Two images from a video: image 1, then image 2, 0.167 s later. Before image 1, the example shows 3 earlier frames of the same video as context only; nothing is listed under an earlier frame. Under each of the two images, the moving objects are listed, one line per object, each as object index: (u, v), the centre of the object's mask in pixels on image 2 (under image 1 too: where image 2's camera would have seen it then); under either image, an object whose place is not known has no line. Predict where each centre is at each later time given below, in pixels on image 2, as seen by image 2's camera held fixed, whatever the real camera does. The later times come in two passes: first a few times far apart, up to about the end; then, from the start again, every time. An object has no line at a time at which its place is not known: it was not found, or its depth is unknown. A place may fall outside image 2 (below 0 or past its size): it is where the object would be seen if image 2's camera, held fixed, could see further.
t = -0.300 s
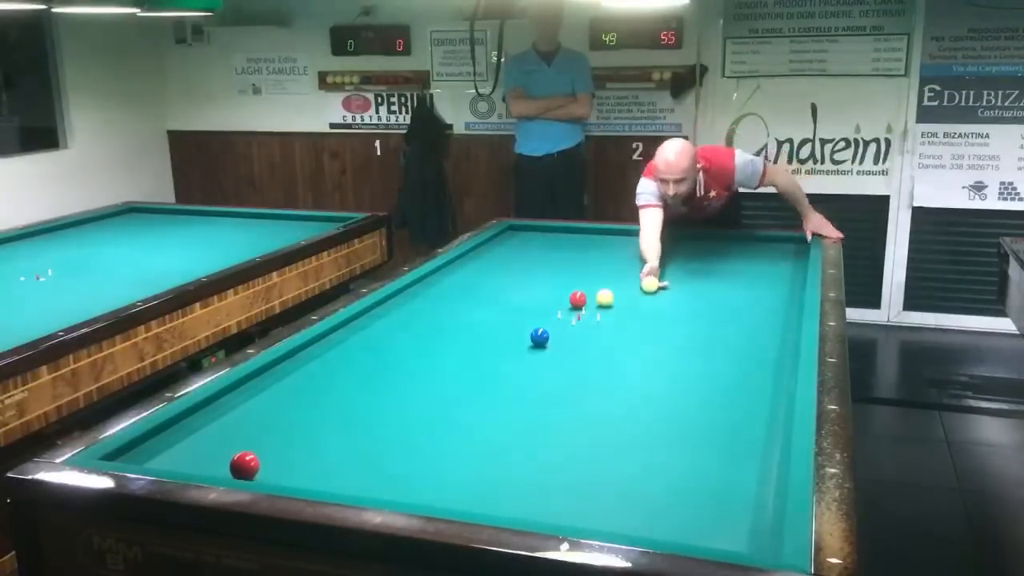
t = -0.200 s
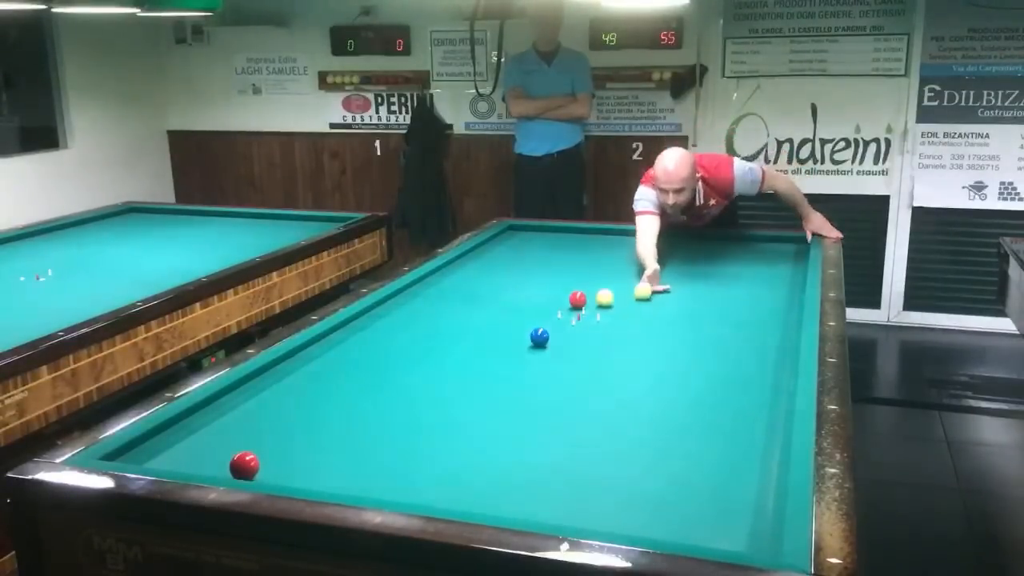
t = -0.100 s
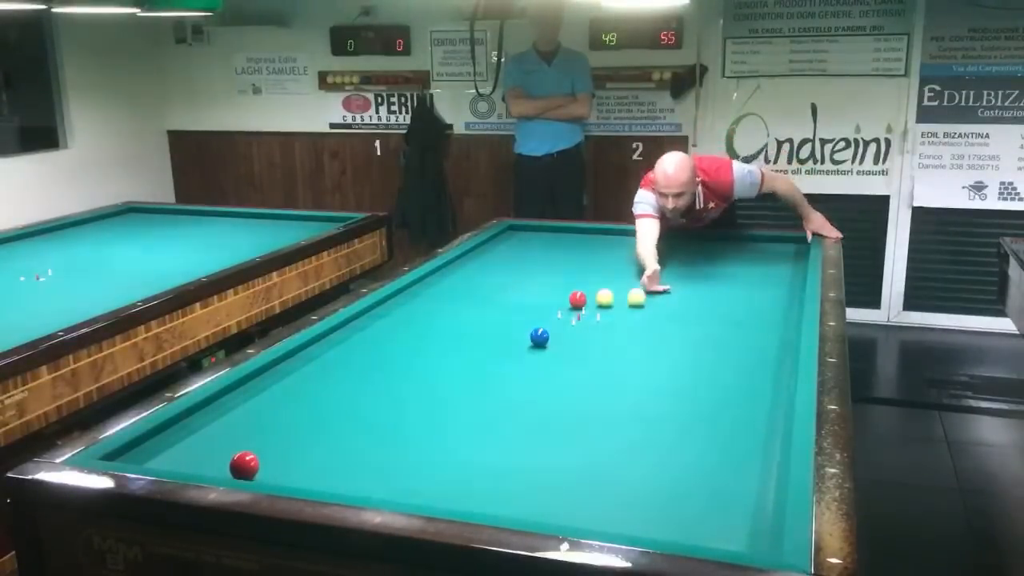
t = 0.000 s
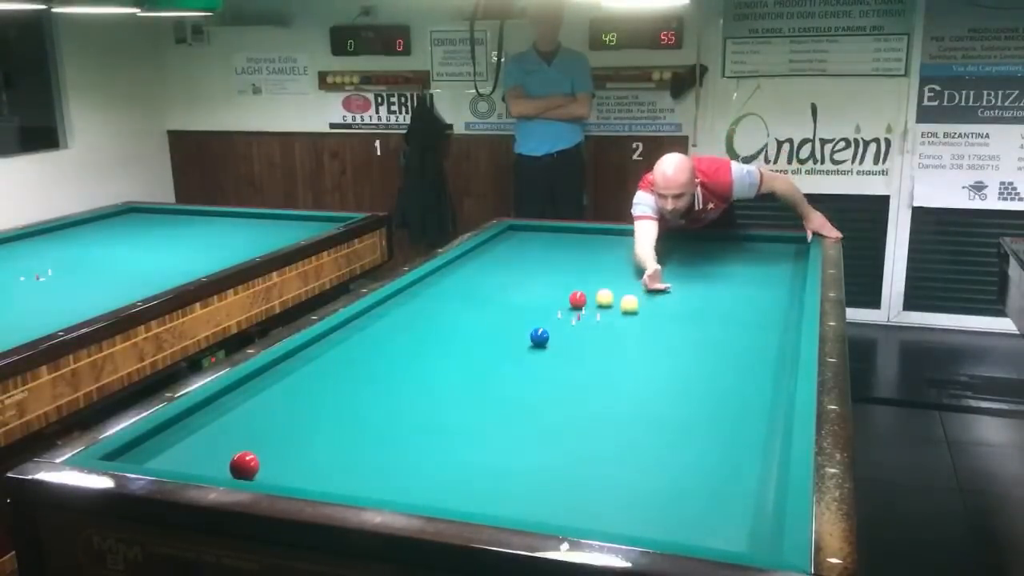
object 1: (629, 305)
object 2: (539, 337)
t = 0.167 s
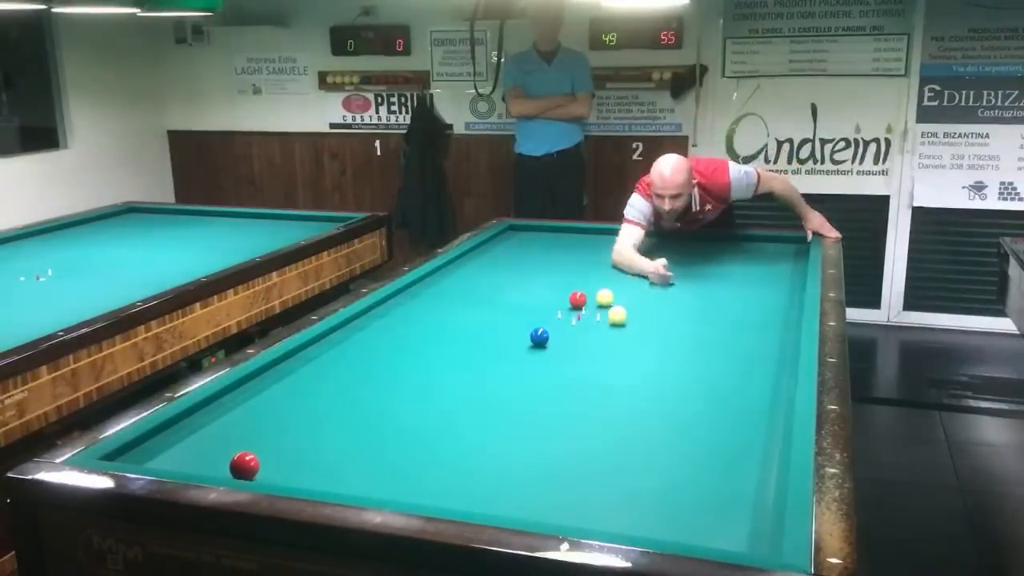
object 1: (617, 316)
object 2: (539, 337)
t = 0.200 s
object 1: (615, 318)
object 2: (539, 337)
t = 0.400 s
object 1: (598, 334)
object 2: (539, 337)
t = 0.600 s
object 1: (580, 351)
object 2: (539, 337)
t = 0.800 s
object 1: (560, 370)
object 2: (539, 337)
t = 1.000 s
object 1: (537, 391)
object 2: (539, 337)
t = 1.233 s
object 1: (506, 418)
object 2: (539, 337)
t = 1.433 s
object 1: (477, 445)
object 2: (539, 337)
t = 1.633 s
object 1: (442, 477)
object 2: (539, 337)
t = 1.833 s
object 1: (421, 491)
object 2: (539, 337)
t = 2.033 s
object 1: (436, 471)
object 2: (539, 337)
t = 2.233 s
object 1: (449, 453)
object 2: (539, 337)
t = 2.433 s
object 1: (460, 436)
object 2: (539, 337)
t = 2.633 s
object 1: (470, 422)
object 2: (539, 337)
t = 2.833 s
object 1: (480, 408)
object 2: (539, 337)
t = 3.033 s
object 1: (488, 396)
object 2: (539, 337)
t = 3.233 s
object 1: (496, 384)
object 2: (539, 337)
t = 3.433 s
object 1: (502, 375)
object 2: (539, 337)
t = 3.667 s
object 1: (510, 363)
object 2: (539, 337)
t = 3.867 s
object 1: (516, 354)
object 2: (539, 337)
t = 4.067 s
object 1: (521, 347)
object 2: (539, 337)
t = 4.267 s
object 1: (523, 340)
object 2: (543, 335)
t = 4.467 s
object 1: (518, 336)
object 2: (553, 333)
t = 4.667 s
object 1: (514, 332)
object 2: (561, 330)
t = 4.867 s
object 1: (510, 328)
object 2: (569, 328)
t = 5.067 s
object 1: (506, 325)
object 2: (576, 326)
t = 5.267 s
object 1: (502, 322)
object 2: (583, 323)
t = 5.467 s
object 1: (499, 319)
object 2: (590, 321)
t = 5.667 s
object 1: (495, 317)
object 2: (596, 319)
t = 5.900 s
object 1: (492, 314)
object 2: (602, 317)
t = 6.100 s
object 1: (489, 312)
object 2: (607, 315)
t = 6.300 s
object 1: (486, 310)
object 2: (612, 314)
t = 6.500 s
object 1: (484, 308)
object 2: (617, 313)
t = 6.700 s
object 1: (481, 306)
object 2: (620, 311)
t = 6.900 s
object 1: (479, 305)
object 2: (624, 310)
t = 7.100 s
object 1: (477, 303)
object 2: (627, 310)
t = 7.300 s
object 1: (475, 302)
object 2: (629, 309)
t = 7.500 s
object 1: (473, 301)
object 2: (632, 308)
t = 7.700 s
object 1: (472, 300)
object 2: (634, 308)
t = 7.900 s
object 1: (470, 299)
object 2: (635, 307)
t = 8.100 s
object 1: (469, 299)
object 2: (636, 307)
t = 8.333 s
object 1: (467, 298)
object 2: (638, 306)
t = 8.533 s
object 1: (466, 297)
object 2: (638, 306)
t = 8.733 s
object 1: (465, 297)
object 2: (638, 306)
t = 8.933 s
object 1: (464, 297)
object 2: (638, 306)
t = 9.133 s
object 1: (464, 297)
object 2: (638, 306)
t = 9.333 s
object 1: (464, 297)
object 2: (638, 306)
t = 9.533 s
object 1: (464, 297)
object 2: (638, 306)
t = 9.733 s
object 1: (464, 297)
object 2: (638, 306)
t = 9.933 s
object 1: (464, 297)
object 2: (638, 306)
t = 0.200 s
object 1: (615, 318)
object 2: (539, 337)
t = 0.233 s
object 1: (612, 321)
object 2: (539, 337)
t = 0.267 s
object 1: (609, 324)
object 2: (539, 337)
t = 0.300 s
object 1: (606, 326)
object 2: (539, 337)
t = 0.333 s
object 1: (604, 329)
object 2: (539, 337)
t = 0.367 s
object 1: (601, 331)
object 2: (539, 337)
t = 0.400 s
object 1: (598, 334)
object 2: (539, 337)
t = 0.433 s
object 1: (595, 337)
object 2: (539, 337)
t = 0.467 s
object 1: (592, 340)
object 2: (539, 337)
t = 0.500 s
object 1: (590, 342)
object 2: (539, 337)
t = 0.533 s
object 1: (586, 345)
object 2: (539, 337)
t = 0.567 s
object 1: (583, 348)
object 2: (539, 337)
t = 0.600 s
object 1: (580, 351)
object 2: (539, 337)
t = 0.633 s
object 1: (577, 354)
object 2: (539, 337)
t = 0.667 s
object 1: (574, 357)
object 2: (539, 337)
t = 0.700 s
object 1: (570, 360)
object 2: (539, 337)
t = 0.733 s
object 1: (567, 363)
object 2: (539, 337)
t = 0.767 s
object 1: (563, 366)
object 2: (539, 337)
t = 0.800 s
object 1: (560, 370)
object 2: (539, 337)
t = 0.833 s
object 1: (556, 373)
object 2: (539, 337)
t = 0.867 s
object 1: (553, 376)
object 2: (539, 337)
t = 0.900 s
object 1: (549, 380)
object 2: (539, 337)
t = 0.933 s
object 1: (545, 383)
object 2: (539, 337)
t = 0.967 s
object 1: (541, 387)
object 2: (539, 337)
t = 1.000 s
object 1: (537, 391)
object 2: (539, 337)
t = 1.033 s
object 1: (533, 394)
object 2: (539, 337)
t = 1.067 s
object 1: (529, 398)
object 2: (539, 337)
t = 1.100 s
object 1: (524, 402)
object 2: (539, 337)
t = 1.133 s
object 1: (520, 406)
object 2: (539, 337)
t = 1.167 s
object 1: (515, 410)
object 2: (539, 337)
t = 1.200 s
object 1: (511, 414)
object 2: (539, 337)
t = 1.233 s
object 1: (506, 418)
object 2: (539, 337)
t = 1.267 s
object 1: (502, 424)
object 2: (539, 337)
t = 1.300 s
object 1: (497, 427)
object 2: (539, 337)
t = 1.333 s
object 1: (492, 431)
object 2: (539, 337)
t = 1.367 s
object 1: (487, 436)
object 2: (539, 337)
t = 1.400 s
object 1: (482, 441)
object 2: (539, 337)
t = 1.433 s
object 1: (477, 445)
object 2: (539, 337)
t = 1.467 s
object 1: (471, 450)
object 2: (539, 337)
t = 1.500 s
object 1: (465, 455)
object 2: (539, 337)
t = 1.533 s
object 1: (460, 461)
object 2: (539, 337)
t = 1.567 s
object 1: (453, 466)
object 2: (539, 337)
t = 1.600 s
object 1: (448, 471)
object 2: (539, 337)
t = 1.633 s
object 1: (442, 477)
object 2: (539, 337)
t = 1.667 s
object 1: (436, 482)
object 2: (539, 337)
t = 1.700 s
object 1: (429, 488)
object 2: (539, 337)
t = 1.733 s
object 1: (423, 491)
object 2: (539, 337)
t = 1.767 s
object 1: (416, 494)
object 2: (539, 337)
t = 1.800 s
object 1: (418, 493)
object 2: (539, 337)
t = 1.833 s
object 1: (421, 491)
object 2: (539, 337)
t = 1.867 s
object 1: (424, 489)
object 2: (539, 337)
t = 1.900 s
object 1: (426, 487)
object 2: (539, 337)
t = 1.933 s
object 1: (429, 482)
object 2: (539, 337)
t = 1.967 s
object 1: (432, 478)
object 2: (539, 337)
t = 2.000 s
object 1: (434, 474)
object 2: (539, 337)
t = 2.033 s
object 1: (436, 471)
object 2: (539, 337)
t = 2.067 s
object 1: (438, 468)
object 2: (539, 337)
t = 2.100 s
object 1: (440, 465)
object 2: (539, 337)
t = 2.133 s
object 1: (443, 462)
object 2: (539, 337)
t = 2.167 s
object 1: (445, 459)
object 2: (539, 337)
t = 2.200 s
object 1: (447, 456)
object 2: (539, 337)
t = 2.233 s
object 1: (449, 453)
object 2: (539, 337)
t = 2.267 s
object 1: (451, 450)
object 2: (539, 337)
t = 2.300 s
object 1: (453, 447)
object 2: (539, 337)
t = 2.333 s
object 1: (455, 444)
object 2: (539, 337)
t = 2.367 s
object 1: (456, 441)
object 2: (539, 337)
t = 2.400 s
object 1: (458, 439)
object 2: (539, 337)
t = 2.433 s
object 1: (460, 436)
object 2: (539, 337)
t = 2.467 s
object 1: (462, 434)
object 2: (539, 337)
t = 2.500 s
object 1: (463, 431)
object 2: (539, 337)
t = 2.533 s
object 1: (465, 429)
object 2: (539, 337)
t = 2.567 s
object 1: (467, 426)
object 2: (539, 337)
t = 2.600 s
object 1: (468, 424)
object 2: (539, 337)
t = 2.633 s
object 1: (470, 422)
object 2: (539, 337)
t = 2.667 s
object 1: (472, 419)
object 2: (539, 337)
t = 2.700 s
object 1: (473, 417)
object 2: (539, 337)
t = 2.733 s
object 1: (475, 415)
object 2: (539, 337)
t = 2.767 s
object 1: (476, 412)
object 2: (539, 337)
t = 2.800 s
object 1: (478, 410)
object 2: (539, 337)
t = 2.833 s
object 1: (480, 408)
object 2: (539, 337)
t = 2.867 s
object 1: (481, 406)
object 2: (539, 337)
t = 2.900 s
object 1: (482, 404)
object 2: (539, 337)
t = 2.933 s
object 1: (484, 402)
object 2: (539, 337)
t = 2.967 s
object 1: (485, 400)
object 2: (539, 337)
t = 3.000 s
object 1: (487, 397)
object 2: (539, 337)
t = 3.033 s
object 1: (488, 396)
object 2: (539, 337)
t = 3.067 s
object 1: (489, 394)
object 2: (539, 337)
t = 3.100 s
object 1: (491, 392)
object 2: (539, 337)
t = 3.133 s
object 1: (492, 390)
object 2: (539, 337)
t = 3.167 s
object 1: (493, 388)
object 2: (539, 337)
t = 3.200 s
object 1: (494, 386)
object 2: (539, 337)
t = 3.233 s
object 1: (496, 384)
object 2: (539, 337)
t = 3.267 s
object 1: (497, 383)
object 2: (539, 337)
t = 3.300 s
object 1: (498, 381)
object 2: (539, 337)
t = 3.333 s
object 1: (499, 380)
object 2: (539, 337)
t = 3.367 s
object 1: (500, 378)
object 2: (539, 337)
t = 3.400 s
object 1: (501, 376)
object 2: (539, 337)
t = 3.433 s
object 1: (502, 375)
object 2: (539, 337)
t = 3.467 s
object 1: (504, 373)
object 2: (539, 337)
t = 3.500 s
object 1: (505, 371)
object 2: (539, 337)
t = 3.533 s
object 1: (506, 370)
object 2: (539, 337)
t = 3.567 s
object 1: (507, 368)
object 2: (539, 337)
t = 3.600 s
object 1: (508, 366)
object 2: (539, 337)
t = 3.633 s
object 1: (509, 365)
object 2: (539, 337)
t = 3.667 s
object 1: (510, 363)
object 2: (539, 337)
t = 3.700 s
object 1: (511, 362)
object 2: (539, 337)
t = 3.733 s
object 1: (512, 360)
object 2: (539, 337)
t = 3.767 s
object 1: (513, 359)
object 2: (539, 337)
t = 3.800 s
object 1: (514, 357)
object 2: (539, 337)
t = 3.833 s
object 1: (515, 356)
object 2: (539, 337)
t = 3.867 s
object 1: (516, 354)
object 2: (539, 337)
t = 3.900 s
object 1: (517, 353)
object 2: (539, 337)
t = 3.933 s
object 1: (518, 352)
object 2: (539, 337)
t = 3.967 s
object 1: (519, 350)
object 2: (539, 337)
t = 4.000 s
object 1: (520, 349)
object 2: (539, 337)
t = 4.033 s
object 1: (520, 348)
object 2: (539, 337)
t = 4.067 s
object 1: (521, 347)
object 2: (539, 337)
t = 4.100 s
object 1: (522, 345)
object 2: (540, 337)
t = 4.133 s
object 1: (523, 344)
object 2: (540, 337)
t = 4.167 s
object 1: (524, 342)
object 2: (540, 337)
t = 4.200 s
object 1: (525, 341)
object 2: (541, 336)
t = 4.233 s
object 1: (524, 341)
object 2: (542, 336)
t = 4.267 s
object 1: (523, 340)
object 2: (543, 335)
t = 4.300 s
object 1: (522, 339)
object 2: (545, 335)
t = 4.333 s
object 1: (521, 339)
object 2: (547, 335)
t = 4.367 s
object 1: (521, 338)
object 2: (548, 334)
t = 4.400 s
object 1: (520, 337)
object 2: (550, 334)
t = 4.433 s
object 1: (519, 336)
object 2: (551, 333)
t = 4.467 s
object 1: (518, 336)
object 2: (553, 333)
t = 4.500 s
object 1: (517, 335)
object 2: (554, 332)
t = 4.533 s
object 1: (517, 335)
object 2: (555, 332)
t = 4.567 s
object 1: (516, 334)
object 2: (557, 331)
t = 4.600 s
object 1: (515, 333)
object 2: (558, 331)
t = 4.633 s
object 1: (515, 333)
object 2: (560, 330)
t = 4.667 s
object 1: (514, 332)
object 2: (561, 330)
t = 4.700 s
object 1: (513, 331)
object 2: (562, 330)
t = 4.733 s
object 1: (512, 331)
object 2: (564, 329)
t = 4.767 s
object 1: (512, 330)
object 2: (565, 329)
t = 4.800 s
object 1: (511, 330)
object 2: (566, 328)
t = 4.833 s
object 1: (510, 329)
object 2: (568, 328)
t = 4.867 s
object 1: (510, 328)
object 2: (569, 328)
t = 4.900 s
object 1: (509, 328)
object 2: (570, 327)
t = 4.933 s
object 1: (509, 327)
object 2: (572, 327)
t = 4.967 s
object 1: (508, 327)
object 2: (573, 327)
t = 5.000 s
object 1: (507, 326)
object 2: (574, 326)
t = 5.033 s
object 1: (507, 326)
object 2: (575, 326)
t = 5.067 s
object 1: (506, 325)
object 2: (576, 326)
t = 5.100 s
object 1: (505, 325)
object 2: (578, 325)
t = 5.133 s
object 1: (505, 324)
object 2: (579, 325)
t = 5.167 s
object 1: (504, 324)
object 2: (580, 324)
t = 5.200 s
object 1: (503, 323)
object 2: (581, 323)
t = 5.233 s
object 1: (503, 323)
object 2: (582, 323)
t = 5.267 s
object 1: (502, 322)
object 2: (583, 323)
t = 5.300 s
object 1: (501, 322)
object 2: (584, 323)
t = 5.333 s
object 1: (501, 322)
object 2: (585, 322)
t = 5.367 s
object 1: (500, 321)
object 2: (586, 322)
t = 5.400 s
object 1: (500, 320)
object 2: (588, 322)
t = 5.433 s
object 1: (499, 320)
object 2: (589, 321)
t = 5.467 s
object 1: (499, 319)
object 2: (590, 321)
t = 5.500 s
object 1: (498, 319)
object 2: (591, 320)
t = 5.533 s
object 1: (497, 318)
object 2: (592, 320)
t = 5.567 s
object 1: (497, 318)
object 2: (593, 320)
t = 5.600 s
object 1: (497, 318)
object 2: (594, 320)
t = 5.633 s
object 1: (496, 317)
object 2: (595, 319)
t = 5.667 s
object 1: (495, 317)
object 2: (596, 319)
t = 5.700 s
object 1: (495, 317)
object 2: (597, 319)
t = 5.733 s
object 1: (494, 316)
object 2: (598, 318)
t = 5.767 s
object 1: (494, 316)
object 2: (599, 318)
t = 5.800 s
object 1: (493, 315)
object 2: (600, 318)
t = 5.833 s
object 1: (493, 314)
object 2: (601, 317)
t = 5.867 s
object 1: (493, 314)
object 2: (601, 317)
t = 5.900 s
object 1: (492, 314)
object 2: (602, 317)
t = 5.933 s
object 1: (491, 314)
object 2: (603, 317)
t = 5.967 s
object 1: (491, 313)
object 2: (604, 316)
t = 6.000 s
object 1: (490, 313)
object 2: (605, 316)
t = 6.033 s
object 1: (490, 312)
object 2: (606, 316)
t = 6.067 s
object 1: (489, 312)
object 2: (607, 316)
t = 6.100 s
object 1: (489, 312)
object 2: (607, 315)
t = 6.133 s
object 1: (489, 311)
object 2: (608, 315)
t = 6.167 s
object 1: (488, 311)
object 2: (609, 315)
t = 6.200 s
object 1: (488, 311)
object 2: (610, 315)
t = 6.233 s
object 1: (488, 310)
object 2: (611, 315)
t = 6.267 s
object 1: (486, 310)
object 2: (612, 314)
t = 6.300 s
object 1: (486, 310)
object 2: (612, 314)
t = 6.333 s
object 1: (486, 310)
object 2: (613, 314)
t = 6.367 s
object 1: (485, 309)
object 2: (614, 314)
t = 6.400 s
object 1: (485, 309)
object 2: (614, 313)
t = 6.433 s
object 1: (484, 309)
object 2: (615, 313)
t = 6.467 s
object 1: (484, 308)
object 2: (616, 313)
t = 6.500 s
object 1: (484, 308)
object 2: (617, 313)
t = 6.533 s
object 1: (483, 308)
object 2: (617, 313)
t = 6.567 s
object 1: (482, 308)
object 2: (618, 312)
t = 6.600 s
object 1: (482, 307)
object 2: (618, 312)
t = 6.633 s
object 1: (482, 307)
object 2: (619, 312)
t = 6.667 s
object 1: (482, 306)
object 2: (620, 312)
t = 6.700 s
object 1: (481, 306)
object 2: (620, 311)
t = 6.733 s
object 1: (481, 306)
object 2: (621, 311)
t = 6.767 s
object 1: (480, 306)
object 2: (621, 311)
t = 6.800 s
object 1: (480, 305)
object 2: (622, 311)
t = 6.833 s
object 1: (480, 305)
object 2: (623, 311)
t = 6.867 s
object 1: (480, 305)
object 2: (623, 310)
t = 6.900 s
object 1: (479, 305)
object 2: (624, 310)
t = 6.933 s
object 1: (479, 304)
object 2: (624, 310)
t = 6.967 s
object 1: (478, 304)
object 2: (625, 310)
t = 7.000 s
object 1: (478, 304)
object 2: (625, 310)
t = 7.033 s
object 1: (478, 304)
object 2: (626, 310)
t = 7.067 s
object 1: (477, 304)
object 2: (626, 310)
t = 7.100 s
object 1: (477, 303)
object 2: (627, 310)
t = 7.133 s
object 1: (477, 303)
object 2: (627, 309)
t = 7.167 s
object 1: (476, 303)
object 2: (628, 309)
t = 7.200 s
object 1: (476, 303)
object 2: (628, 309)
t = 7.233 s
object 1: (476, 302)
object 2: (629, 309)
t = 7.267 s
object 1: (476, 302)
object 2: (629, 309)
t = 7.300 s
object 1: (475, 302)
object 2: (629, 309)
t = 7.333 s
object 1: (475, 302)
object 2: (630, 309)
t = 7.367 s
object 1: (475, 302)
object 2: (630, 308)
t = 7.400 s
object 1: (474, 302)
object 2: (630, 308)
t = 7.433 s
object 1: (474, 301)
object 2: (631, 308)
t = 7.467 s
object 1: (474, 301)
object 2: (631, 308)
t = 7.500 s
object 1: (473, 301)
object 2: (632, 308)
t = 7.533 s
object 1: (473, 301)
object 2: (632, 308)
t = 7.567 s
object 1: (473, 301)
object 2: (632, 308)
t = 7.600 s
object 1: (472, 300)
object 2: (633, 308)
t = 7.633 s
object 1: (472, 300)
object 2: (633, 308)
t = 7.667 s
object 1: (472, 300)
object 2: (633, 308)
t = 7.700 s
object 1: (472, 300)
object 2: (634, 308)
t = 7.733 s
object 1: (471, 300)
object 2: (634, 307)
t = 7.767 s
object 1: (471, 300)
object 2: (634, 307)
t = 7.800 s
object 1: (471, 300)
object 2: (634, 307)
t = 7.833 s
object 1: (471, 300)
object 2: (635, 307)
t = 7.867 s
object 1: (470, 299)
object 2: (635, 307)
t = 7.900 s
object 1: (470, 299)
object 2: (635, 307)
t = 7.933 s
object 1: (470, 299)
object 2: (635, 307)
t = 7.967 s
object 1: (470, 299)
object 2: (636, 307)
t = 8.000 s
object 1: (469, 299)
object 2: (636, 307)
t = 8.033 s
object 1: (469, 299)
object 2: (636, 307)
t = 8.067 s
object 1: (469, 299)
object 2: (636, 307)
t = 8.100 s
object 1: (469, 299)
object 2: (636, 307)
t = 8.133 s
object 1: (468, 299)
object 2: (637, 307)
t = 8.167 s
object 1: (468, 299)
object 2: (637, 307)
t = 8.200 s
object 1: (468, 299)
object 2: (637, 307)
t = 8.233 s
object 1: (468, 298)
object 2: (637, 306)
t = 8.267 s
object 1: (467, 298)
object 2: (637, 306)
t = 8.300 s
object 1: (467, 298)
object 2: (638, 306)
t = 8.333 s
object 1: (467, 298)
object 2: (638, 306)
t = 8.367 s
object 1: (467, 298)
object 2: (638, 306)
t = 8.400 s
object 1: (467, 298)
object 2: (638, 306)
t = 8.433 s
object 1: (466, 298)
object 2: (638, 306)
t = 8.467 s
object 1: (466, 298)
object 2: (638, 306)
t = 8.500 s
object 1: (466, 298)
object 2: (638, 306)
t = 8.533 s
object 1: (466, 297)
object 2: (638, 306)
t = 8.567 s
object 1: (466, 297)
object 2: (638, 306)
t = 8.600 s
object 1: (465, 298)
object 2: (638, 306)
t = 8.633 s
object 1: (465, 297)
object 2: (638, 306)
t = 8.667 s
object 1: (465, 297)
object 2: (638, 306)
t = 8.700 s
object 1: (465, 297)
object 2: (638, 306)
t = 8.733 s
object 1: (465, 297)
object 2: (638, 306)
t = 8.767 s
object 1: (464, 297)
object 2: (638, 306)
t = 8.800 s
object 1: (464, 297)
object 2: (638, 306)
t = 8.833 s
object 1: (464, 297)
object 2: (638, 306)
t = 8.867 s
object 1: (464, 297)
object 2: (638, 306)
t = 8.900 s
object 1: (464, 297)
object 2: (638, 306)
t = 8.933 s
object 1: (464, 297)
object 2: (638, 306)
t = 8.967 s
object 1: (464, 297)
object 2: (638, 306)
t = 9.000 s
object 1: (464, 297)
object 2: (638, 306)
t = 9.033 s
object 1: (464, 297)
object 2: (638, 306)
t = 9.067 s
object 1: (464, 297)
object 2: (638, 306)
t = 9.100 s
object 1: (464, 297)
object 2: (638, 306)
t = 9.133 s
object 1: (464, 297)
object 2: (638, 306)
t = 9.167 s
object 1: (464, 297)
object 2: (638, 306)
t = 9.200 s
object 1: (464, 297)
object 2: (638, 306)
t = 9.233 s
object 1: (464, 297)
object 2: (638, 306)
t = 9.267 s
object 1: (464, 297)
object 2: (638, 306)
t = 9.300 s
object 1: (464, 297)
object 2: (638, 306)
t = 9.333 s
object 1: (464, 297)
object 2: (638, 306)
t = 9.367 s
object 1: (464, 297)
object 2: (638, 306)
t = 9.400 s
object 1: (464, 297)
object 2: (638, 306)
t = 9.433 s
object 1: (464, 297)
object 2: (638, 306)
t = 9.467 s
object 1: (464, 297)
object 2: (638, 306)
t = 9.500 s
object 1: (464, 297)
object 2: (638, 306)
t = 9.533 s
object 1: (464, 297)
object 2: (638, 306)
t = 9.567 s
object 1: (464, 297)
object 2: (638, 306)
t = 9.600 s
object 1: (464, 297)
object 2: (638, 306)
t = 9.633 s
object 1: (464, 297)
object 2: (638, 306)
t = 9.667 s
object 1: (464, 297)
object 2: (638, 306)
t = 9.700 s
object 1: (464, 297)
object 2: (638, 306)
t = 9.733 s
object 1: (464, 297)
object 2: (638, 306)
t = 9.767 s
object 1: (464, 297)
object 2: (638, 306)
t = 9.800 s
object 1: (464, 297)
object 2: (638, 306)
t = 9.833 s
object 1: (464, 297)
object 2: (638, 306)
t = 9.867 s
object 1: (464, 297)
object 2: (638, 306)
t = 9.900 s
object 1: (464, 297)
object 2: (638, 306)
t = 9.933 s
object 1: (464, 297)
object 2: (638, 306)
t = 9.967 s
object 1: (464, 297)
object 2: (638, 306)
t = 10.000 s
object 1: (464, 297)
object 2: (638, 306)
